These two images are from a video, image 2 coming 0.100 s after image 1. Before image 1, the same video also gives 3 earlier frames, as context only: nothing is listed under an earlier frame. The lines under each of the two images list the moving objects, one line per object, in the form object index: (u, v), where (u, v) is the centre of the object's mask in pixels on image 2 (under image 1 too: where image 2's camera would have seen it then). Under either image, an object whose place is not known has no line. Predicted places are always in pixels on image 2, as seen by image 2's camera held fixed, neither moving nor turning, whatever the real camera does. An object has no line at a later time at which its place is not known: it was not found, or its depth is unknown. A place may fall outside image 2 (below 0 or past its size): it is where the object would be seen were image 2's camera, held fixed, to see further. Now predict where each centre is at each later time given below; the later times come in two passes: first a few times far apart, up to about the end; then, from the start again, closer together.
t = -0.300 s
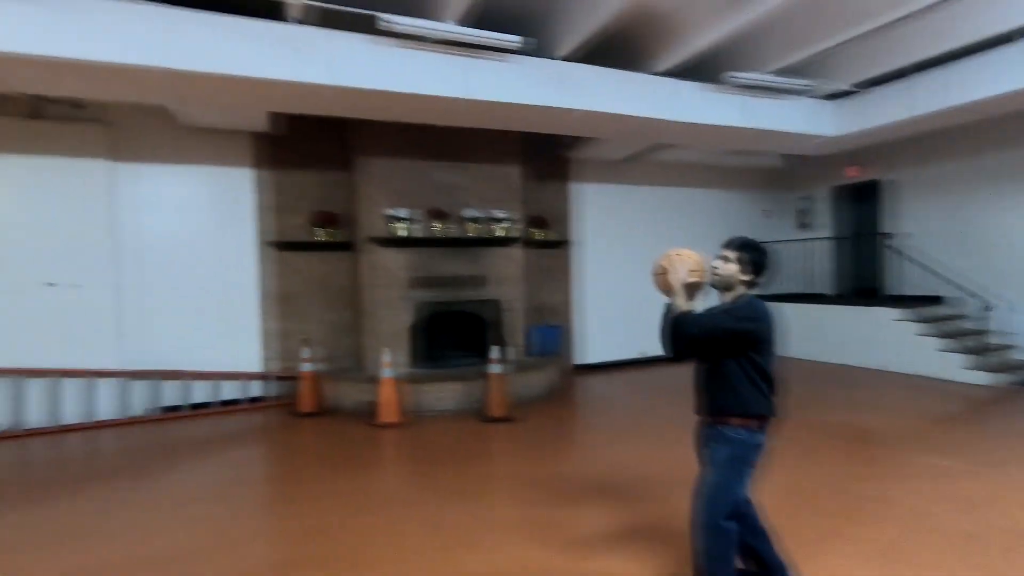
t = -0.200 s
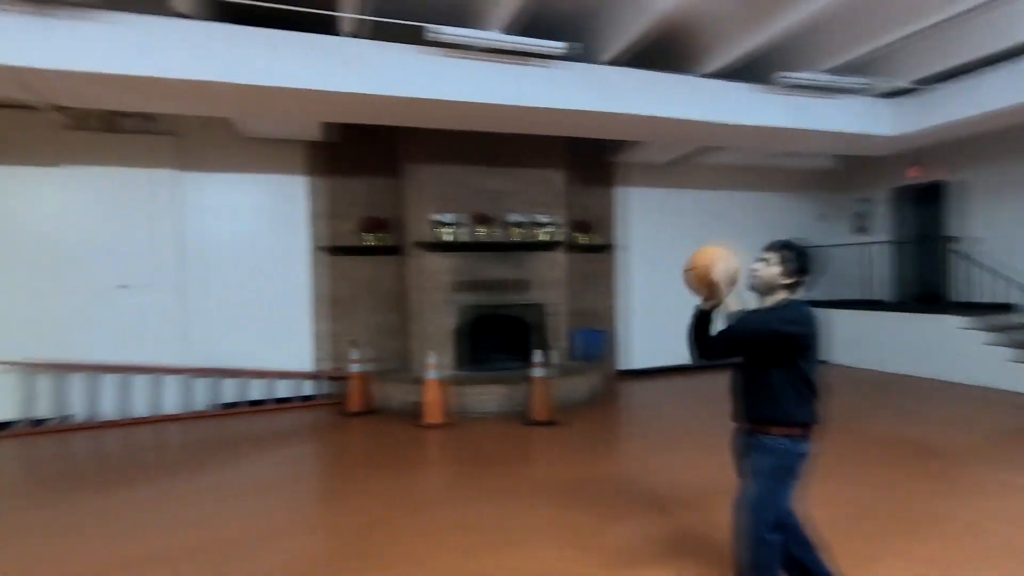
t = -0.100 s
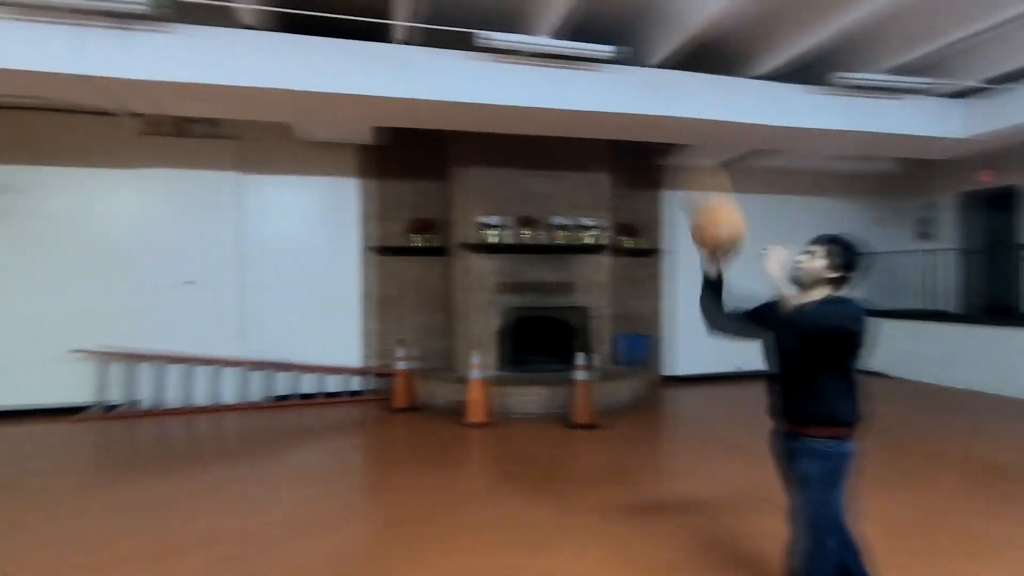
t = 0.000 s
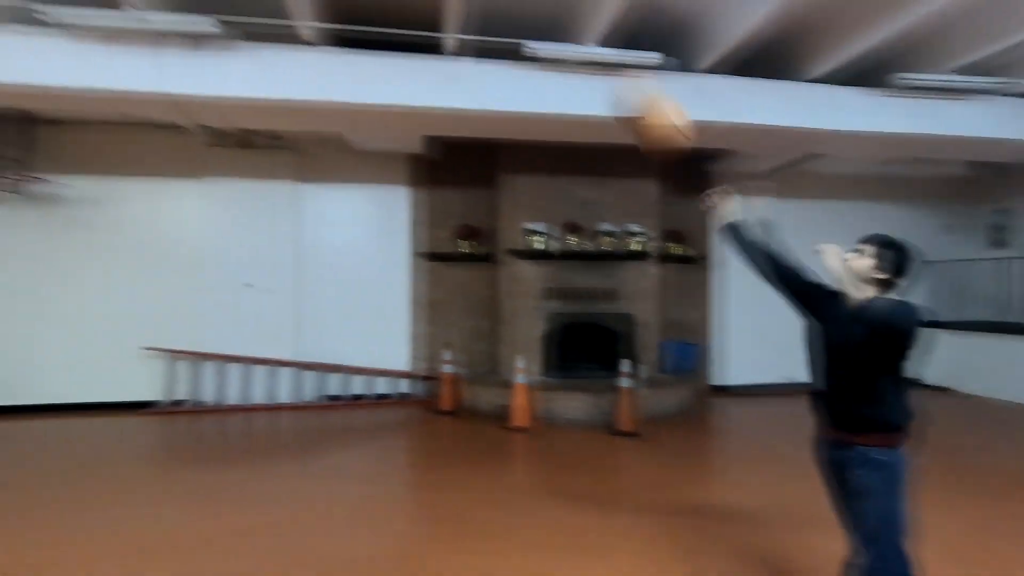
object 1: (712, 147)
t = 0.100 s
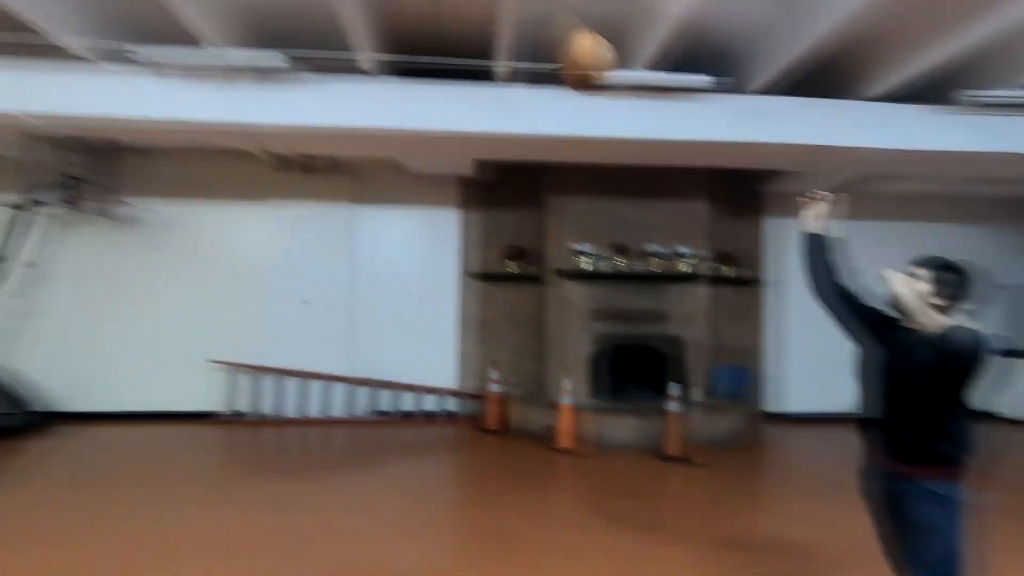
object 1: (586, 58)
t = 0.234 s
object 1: (426, -15)
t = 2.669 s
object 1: (475, 532)
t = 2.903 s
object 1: (570, 502)
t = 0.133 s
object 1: (548, 36)
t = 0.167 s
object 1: (507, 16)
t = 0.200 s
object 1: (466, 1)
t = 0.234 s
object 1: (426, -15)
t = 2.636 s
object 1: (461, 536)
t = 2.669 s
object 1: (475, 532)
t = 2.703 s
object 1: (488, 522)
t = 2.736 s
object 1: (503, 514)
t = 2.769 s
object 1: (517, 507)
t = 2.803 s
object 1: (530, 504)
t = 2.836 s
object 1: (543, 502)
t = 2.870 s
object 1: (556, 501)
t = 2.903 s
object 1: (570, 502)
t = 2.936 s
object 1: (582, 503)
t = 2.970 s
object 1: (594, 506)
